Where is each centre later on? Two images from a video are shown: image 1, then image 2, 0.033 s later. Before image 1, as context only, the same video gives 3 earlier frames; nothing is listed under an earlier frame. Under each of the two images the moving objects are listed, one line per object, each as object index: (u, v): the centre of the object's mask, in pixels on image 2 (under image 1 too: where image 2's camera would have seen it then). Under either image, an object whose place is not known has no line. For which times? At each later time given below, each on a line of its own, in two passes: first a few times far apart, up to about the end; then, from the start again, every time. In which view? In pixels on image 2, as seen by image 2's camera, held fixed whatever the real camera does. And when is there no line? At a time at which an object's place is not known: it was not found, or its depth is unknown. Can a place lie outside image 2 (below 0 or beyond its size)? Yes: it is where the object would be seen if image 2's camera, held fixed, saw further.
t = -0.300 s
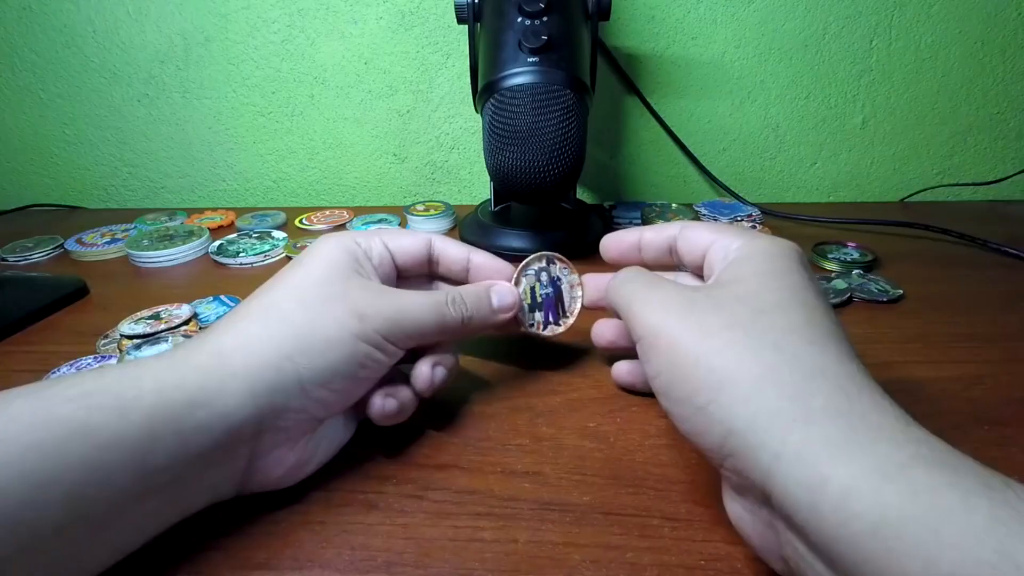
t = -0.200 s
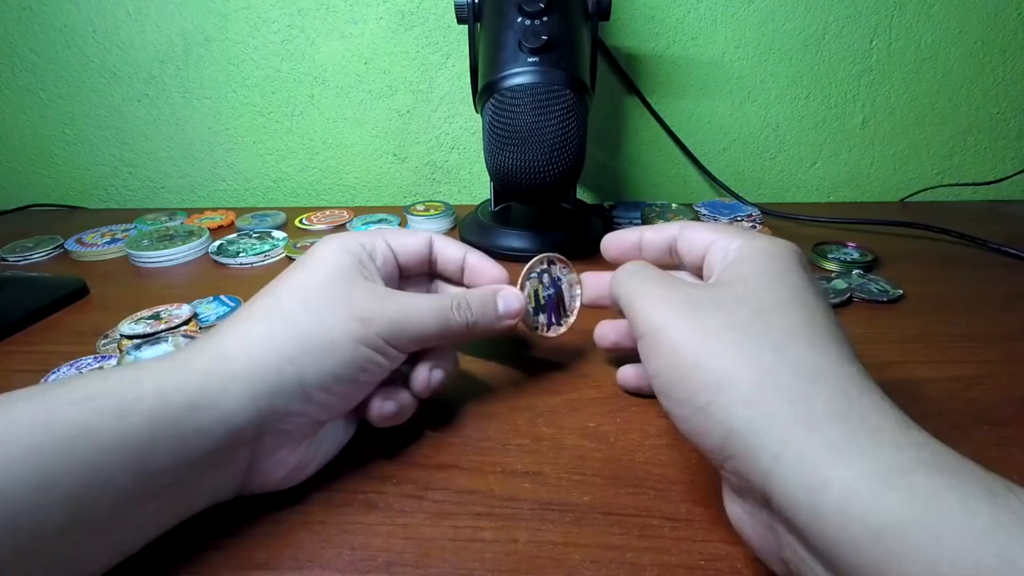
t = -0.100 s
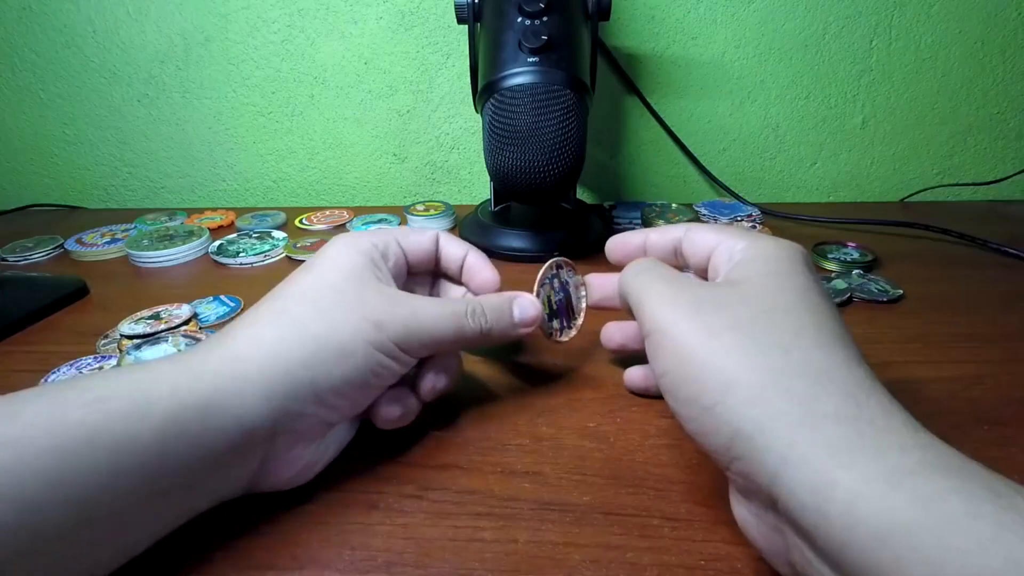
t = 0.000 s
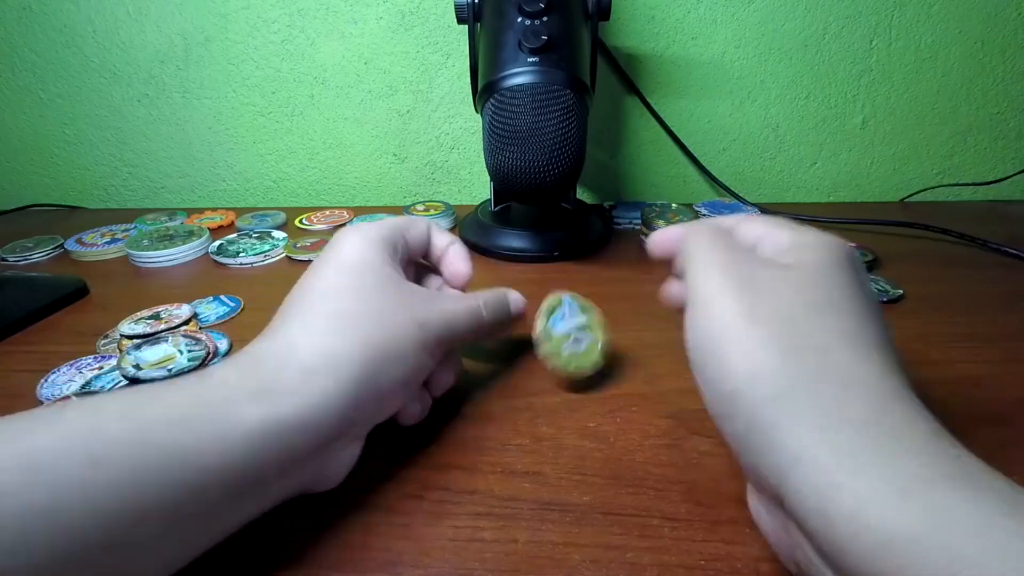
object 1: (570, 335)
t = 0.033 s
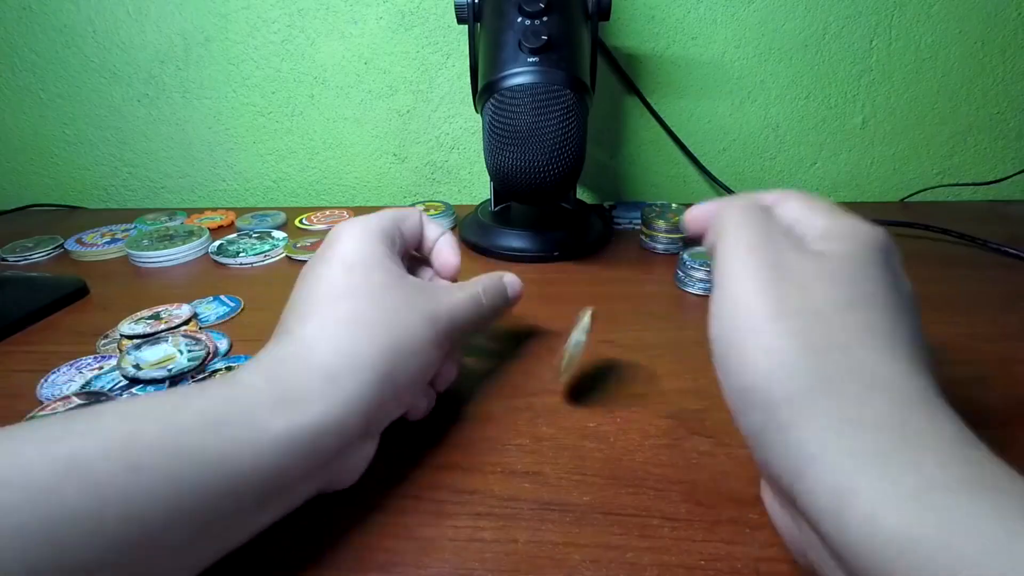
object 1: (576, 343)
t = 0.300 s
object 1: (616, 426)
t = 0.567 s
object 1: (616, 464)
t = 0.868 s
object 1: (597, 462)
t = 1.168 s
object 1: (598, 450)
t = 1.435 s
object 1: (614, 452)
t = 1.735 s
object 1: (611, 466)
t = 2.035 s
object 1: (598, 477)
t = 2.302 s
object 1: (588, 470)
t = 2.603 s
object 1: (594, 466)
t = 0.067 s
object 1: (576, 339)
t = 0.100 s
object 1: (579, 356)
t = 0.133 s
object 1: (586, 377)
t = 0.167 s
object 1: (583, 390)
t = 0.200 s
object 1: (595, 392)
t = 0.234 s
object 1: (599, 412)
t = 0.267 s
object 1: (603, 430)
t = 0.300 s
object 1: (616, 426)
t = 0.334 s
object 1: (621, 439)
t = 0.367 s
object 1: (617, 444)
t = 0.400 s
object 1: (627, 453)
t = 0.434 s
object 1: (624, 456)
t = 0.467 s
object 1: (617, 462)
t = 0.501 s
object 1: (624, 458)
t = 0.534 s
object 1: (616, 461)
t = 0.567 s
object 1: (616, 464)
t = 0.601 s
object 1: (612, 461)
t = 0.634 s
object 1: (615, 465)
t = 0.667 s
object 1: (610, 465)
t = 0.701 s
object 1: (600, 471)
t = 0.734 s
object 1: (605, 464)
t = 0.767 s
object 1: (600, 463)
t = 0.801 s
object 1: (599, 465)
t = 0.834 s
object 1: (590, 464)
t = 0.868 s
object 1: (597, 462)
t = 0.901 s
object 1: (592, 463)
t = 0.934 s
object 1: (592, 461)
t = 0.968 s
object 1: (586, 459)
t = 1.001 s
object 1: (594, 455)
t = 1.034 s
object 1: (588, 456)
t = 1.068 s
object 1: (592, 453)
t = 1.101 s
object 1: (589, 453)
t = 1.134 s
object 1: (597, 449)
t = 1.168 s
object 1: (598, 450)
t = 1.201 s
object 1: (597, 448)
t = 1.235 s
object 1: (597, 444)
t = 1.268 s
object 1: (602, 447)
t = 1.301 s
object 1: (608, 450)
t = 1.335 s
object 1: (605, 450)
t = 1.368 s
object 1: (609, 451)
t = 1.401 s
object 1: (606, 453)
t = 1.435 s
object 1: (614, 452)
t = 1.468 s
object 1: (614, 450)
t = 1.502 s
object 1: (614, 456)
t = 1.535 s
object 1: (614, 459)
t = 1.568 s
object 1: (611, 458)
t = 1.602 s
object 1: (619, 460)
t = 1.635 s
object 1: (613, 465)
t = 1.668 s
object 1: (616, 465)
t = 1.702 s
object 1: (613, 470)
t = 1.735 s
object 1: (611, 466)
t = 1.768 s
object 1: (614, 469)
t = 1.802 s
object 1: (607, 471)
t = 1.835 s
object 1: (609, 471)
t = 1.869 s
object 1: (606, 474)
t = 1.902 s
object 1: (601, 473)
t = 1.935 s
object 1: (606, 474)
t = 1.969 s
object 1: (600, 476)
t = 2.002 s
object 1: (599, 474)
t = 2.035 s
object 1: (598, 477)
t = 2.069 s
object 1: (591, 478)
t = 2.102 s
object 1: (594, 474)
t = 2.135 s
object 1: (594, 477)
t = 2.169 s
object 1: (586, 475)
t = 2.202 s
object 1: (590, 473)
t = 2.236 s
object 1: (587, 476)
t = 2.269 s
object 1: (584, 471)
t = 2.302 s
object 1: (588, 470)
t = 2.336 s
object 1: (586, 471)
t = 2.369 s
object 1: (585, 467)
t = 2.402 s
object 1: (587, 466)
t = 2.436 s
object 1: (583, 470)
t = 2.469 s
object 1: (585, 464)
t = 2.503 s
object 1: (590, 465)
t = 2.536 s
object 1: (588, 462)
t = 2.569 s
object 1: (590, 464)
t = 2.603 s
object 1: (594, 466)
